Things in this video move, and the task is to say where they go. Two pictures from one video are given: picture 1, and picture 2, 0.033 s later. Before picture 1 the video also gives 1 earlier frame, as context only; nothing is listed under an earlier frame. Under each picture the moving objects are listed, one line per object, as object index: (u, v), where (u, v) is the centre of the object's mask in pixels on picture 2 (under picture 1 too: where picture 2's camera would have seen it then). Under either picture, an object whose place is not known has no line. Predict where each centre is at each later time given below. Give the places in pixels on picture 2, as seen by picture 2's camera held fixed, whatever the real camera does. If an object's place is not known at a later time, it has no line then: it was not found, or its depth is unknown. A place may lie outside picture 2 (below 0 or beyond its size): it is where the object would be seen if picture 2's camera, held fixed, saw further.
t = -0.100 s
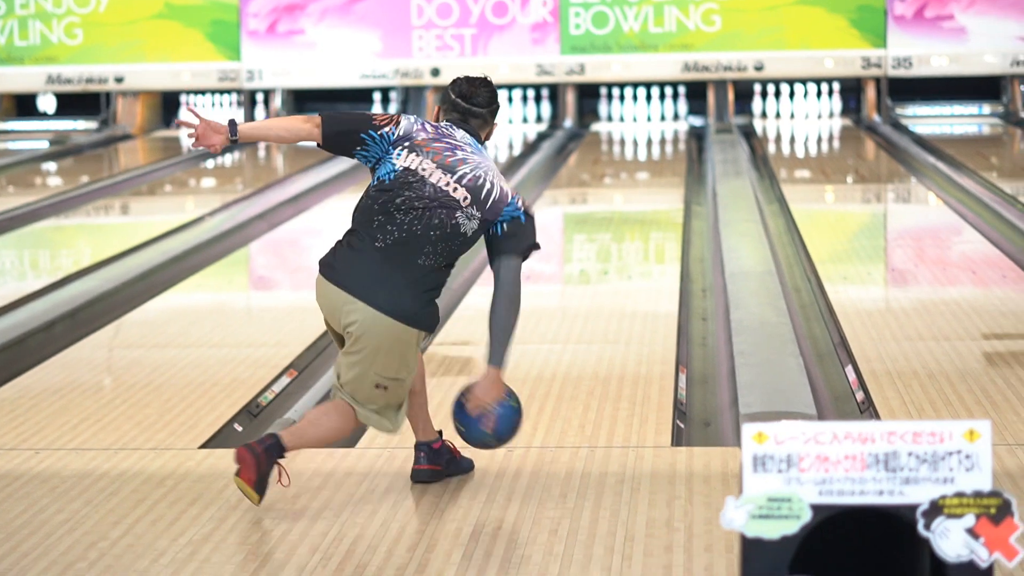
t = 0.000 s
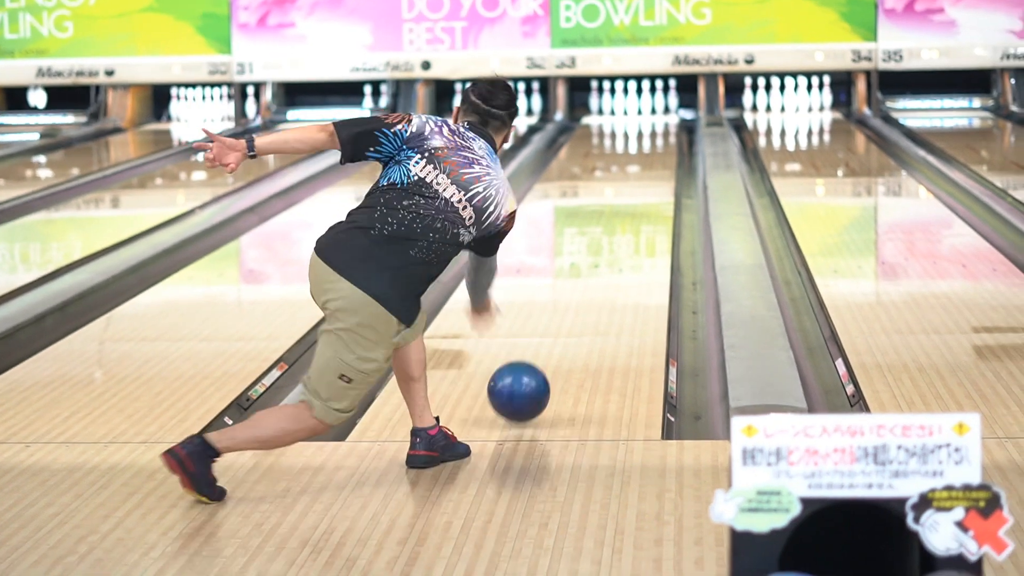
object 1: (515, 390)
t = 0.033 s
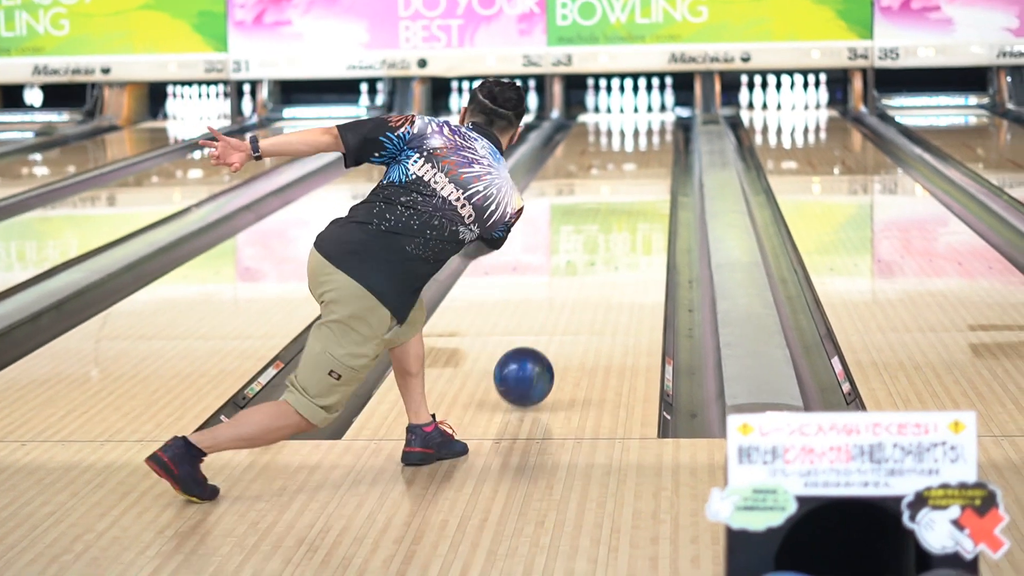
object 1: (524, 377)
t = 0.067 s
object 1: (532, 367)
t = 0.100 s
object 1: (539, 354)
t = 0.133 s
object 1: (547, 343)
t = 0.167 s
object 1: (554, 332)
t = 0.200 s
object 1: (560, 322)
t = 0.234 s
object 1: (566, 313)
